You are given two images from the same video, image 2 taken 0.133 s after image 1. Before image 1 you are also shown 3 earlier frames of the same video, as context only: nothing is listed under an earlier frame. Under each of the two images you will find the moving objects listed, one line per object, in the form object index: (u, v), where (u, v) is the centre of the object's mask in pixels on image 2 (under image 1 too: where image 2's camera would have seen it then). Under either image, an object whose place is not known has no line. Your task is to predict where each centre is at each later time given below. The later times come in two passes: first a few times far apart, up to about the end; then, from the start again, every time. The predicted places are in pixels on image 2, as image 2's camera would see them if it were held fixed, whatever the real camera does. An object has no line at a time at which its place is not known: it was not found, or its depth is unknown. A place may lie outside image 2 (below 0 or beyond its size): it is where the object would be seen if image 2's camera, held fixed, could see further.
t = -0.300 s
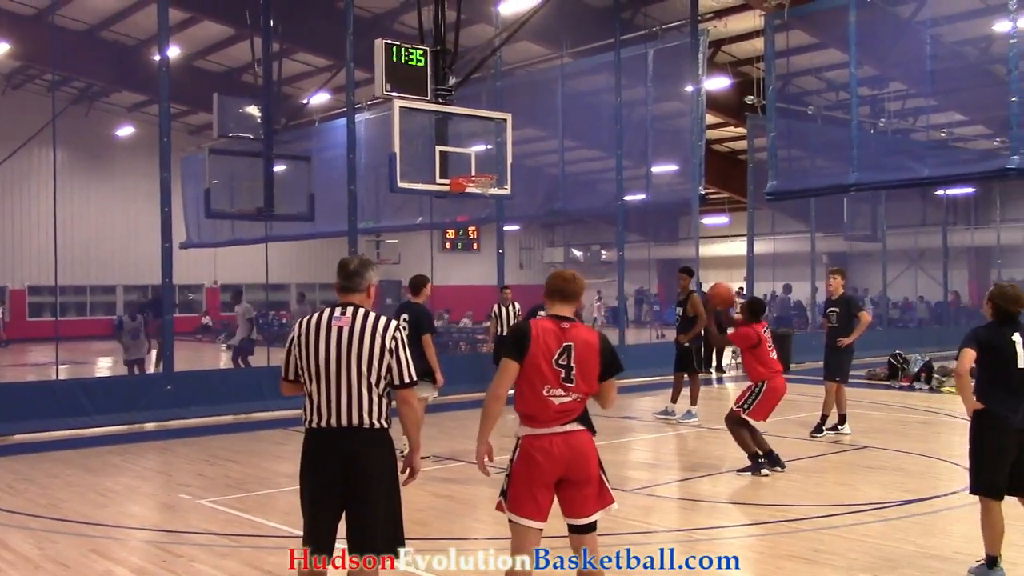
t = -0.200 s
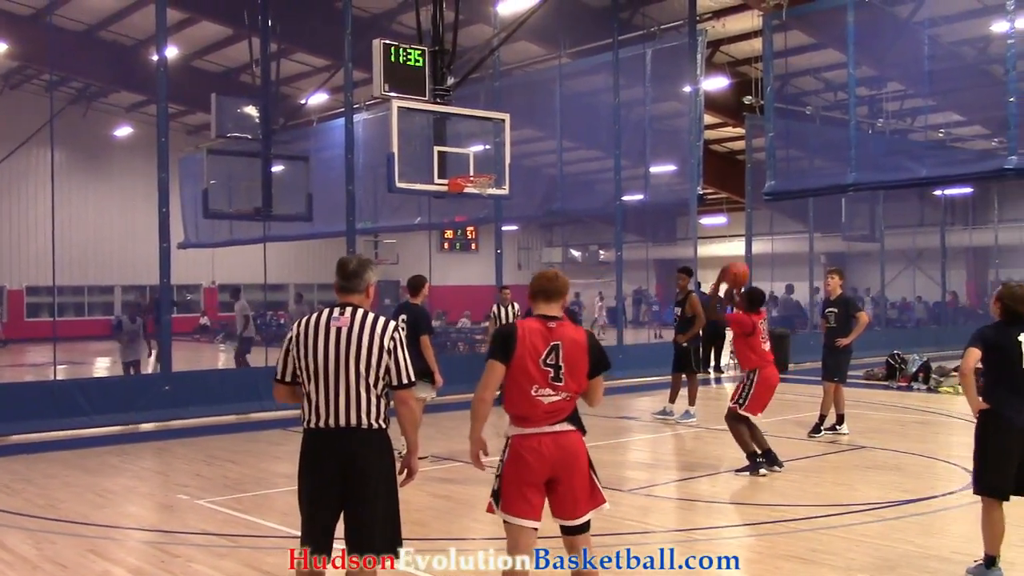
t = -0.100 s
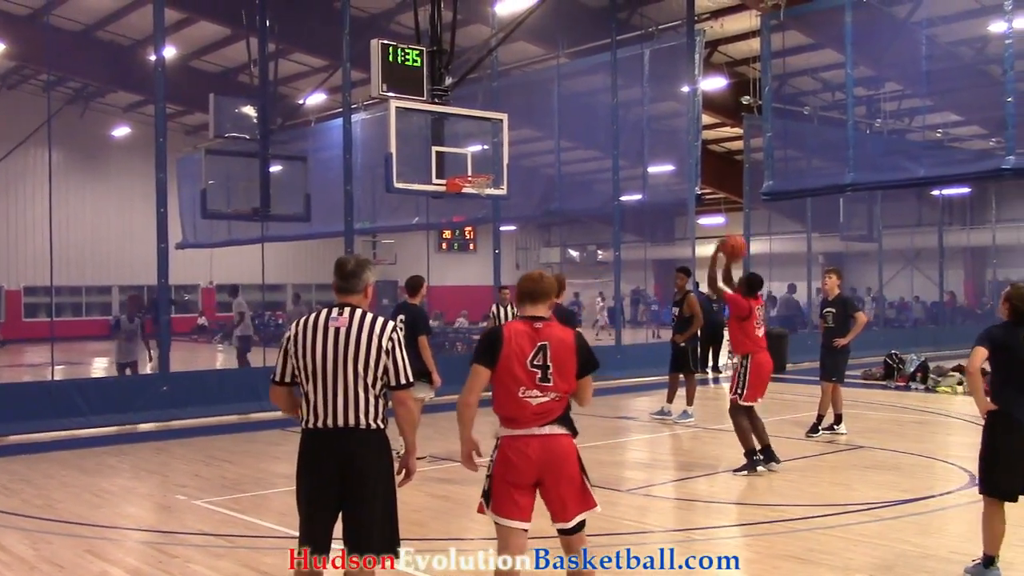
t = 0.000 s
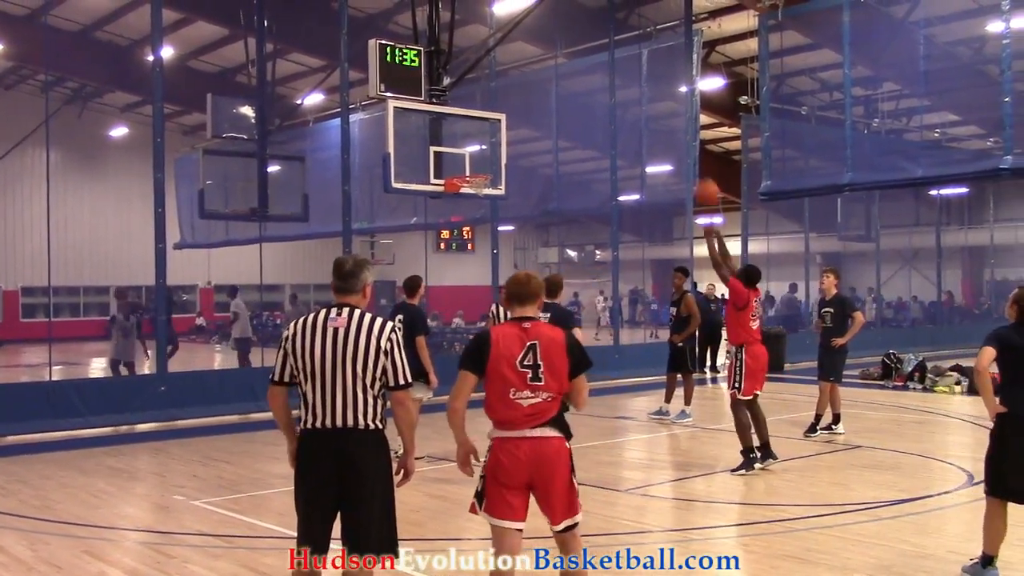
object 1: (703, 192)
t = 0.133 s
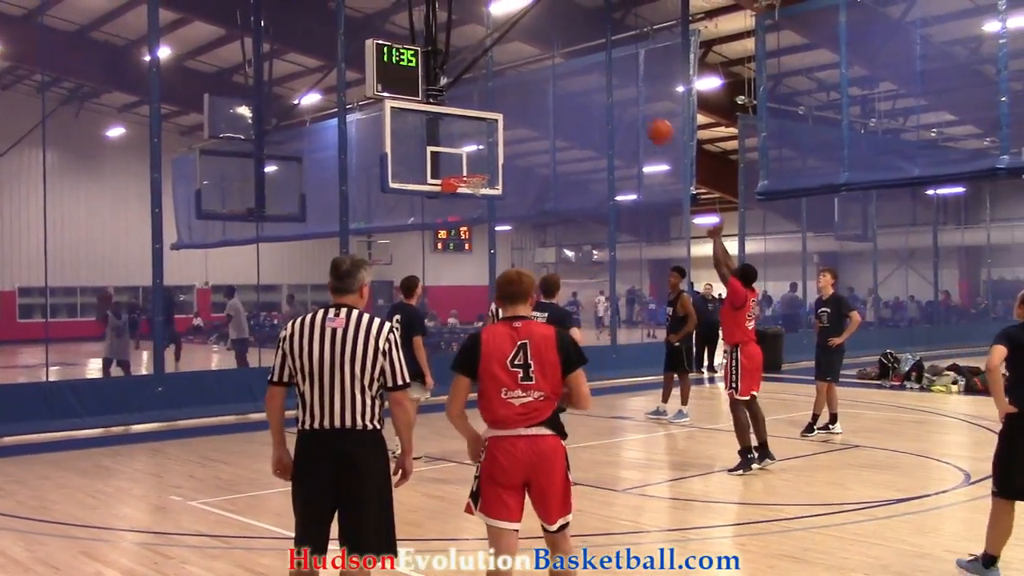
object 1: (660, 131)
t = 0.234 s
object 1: (630, 101)
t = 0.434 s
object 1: (578, 74)
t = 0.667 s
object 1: (525, 88)
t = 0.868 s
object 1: (485, 135)
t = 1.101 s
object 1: (457, 139)
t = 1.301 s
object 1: (441, 105)
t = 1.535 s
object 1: (422, 103)
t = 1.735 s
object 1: (404, 141)
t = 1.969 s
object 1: (384, 233)
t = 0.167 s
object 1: (651, 120)
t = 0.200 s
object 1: (641, 110)
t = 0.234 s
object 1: (630, 101)
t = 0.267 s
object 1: (621, 94)
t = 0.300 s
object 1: (612, 87)
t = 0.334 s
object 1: (603, 83)
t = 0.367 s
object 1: (594, 78)
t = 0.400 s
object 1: (587, 75)
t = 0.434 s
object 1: (578, 74)
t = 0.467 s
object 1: (570, 73)
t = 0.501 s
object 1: (562, 73)
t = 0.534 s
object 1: (554, 75)
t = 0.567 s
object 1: (547, 77)
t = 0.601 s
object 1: (539, 79)
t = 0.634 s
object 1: (533, 84)
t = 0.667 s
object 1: (525, 88)
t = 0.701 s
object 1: (518, 94)
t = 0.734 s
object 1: (512, 101)
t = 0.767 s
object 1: (505, 107)
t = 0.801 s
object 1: (498, 116)
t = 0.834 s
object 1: (492, 125)
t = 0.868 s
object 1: (485, 135)
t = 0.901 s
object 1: (481, 144)
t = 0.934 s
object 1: (475, 157)
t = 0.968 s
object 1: (468, 168)
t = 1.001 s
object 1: (465, 169)
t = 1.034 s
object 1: (461, 159)
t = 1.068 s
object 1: (459, 149)
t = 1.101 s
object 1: (457, 139)
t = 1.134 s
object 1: (454, 132)
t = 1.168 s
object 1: (450, 125)
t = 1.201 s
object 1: (449, 119)
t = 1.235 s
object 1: (446, 114)
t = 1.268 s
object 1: (443, 109)
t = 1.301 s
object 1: (441, 105)
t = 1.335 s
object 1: (437, 102)
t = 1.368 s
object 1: (435, 99)
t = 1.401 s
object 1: (432, 98)
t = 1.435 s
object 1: (431, 98)
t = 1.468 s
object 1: (427, 99)
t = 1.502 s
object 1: (424, 101)
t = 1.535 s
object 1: (422, 103)
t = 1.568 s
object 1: (418, 108)
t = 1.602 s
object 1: (416, 112)
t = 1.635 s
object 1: (413, 118)
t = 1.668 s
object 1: (410, 126)
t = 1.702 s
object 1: (407, 133)
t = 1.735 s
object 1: (404, 141)
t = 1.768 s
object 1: (402, 152)
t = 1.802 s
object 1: (399, 163)
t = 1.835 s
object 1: (396, 174)
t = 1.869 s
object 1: (393, 187)
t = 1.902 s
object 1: (390, 201)
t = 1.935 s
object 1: (387, 217)
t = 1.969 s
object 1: (384, 233)
